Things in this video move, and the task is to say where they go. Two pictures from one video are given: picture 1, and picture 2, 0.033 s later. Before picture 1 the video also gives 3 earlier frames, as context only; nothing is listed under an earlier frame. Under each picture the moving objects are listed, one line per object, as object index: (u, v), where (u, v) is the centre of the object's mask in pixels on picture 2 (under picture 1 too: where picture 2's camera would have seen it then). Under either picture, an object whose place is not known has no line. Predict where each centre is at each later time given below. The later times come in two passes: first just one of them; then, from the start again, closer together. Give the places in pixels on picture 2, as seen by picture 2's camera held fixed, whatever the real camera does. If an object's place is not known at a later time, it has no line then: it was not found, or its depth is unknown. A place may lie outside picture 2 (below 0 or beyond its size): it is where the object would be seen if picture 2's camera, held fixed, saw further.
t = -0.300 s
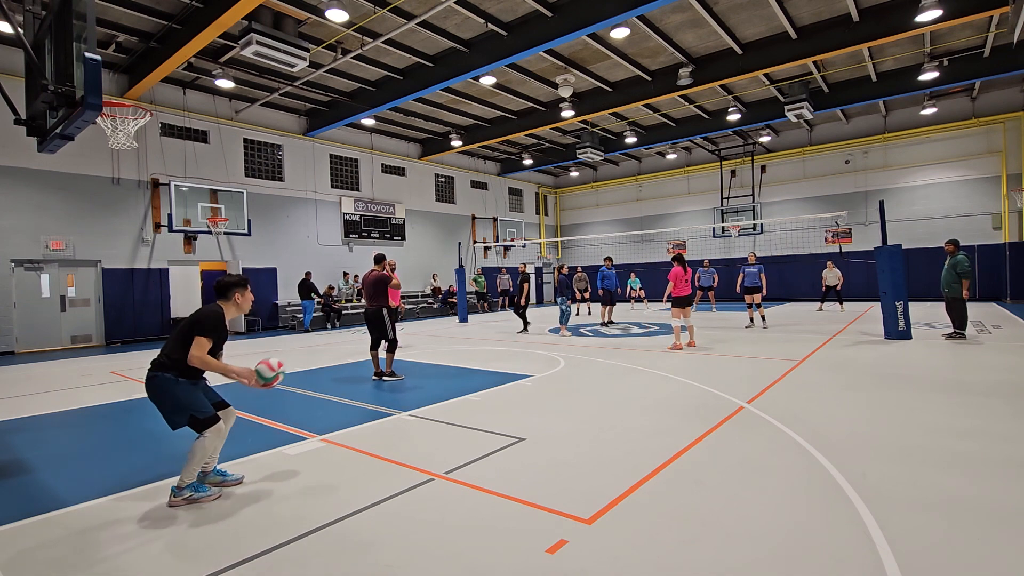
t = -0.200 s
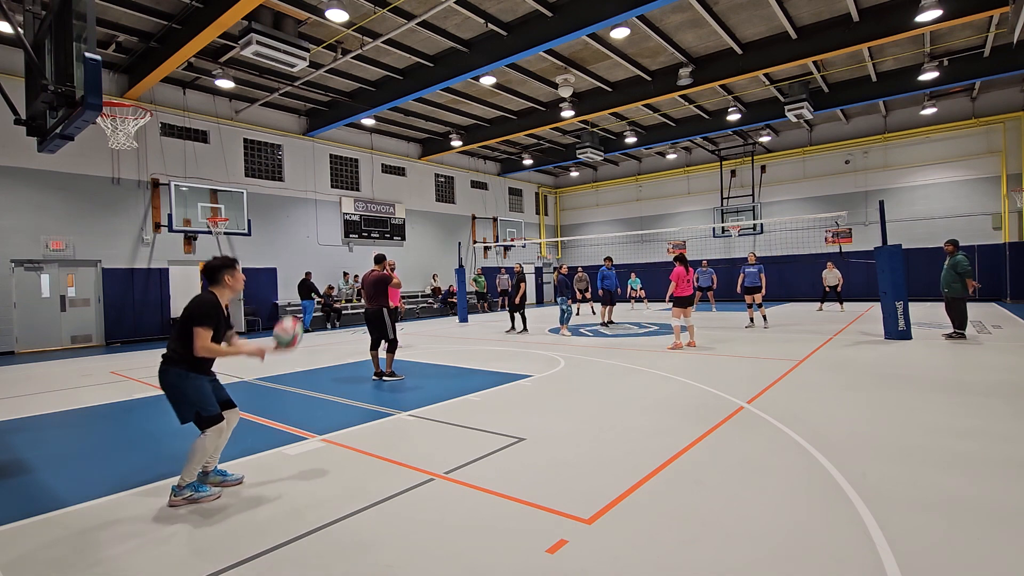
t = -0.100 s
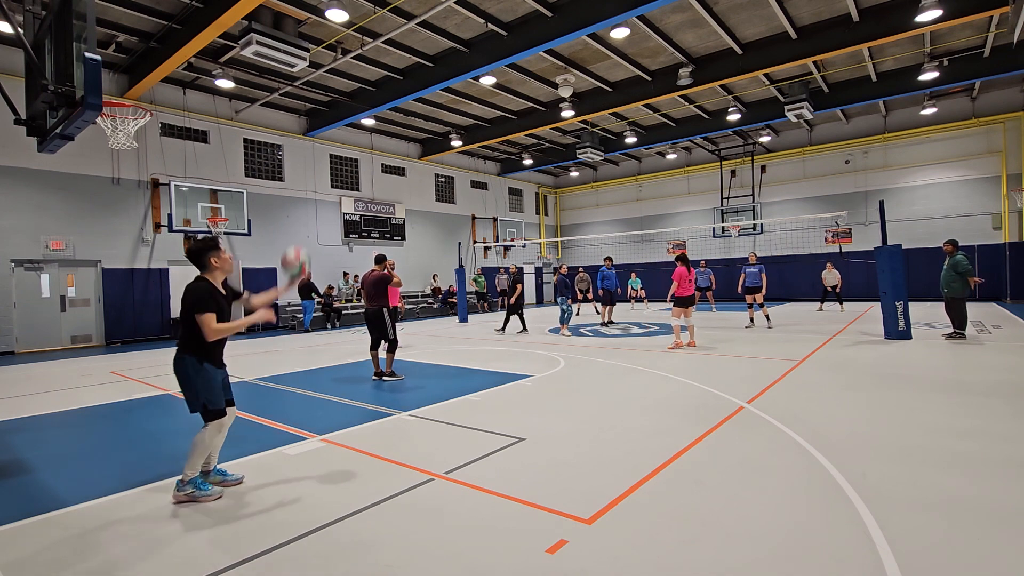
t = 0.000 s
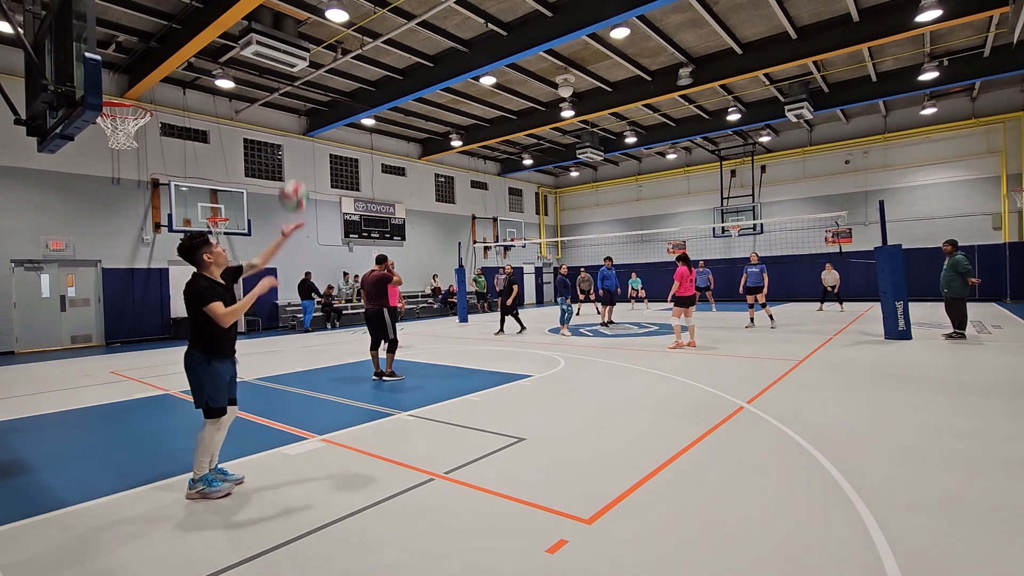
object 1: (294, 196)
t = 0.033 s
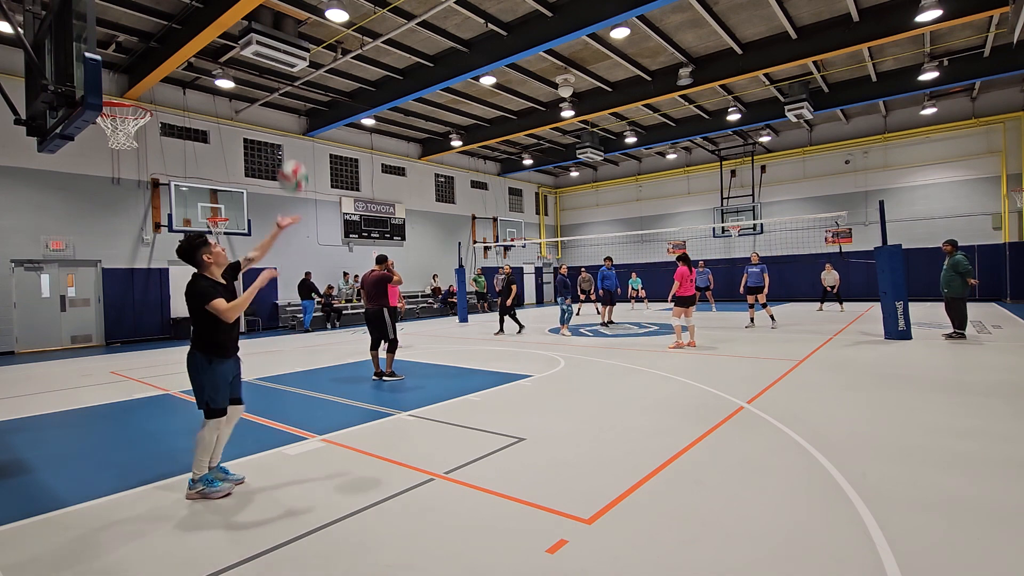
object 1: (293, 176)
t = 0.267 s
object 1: (288, 84)
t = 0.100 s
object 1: (292, 142)
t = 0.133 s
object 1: (291, 128)
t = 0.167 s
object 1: (290, 115)
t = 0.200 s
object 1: (289, 102)
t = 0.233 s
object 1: (289, 93)
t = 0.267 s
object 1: (288, 84)
